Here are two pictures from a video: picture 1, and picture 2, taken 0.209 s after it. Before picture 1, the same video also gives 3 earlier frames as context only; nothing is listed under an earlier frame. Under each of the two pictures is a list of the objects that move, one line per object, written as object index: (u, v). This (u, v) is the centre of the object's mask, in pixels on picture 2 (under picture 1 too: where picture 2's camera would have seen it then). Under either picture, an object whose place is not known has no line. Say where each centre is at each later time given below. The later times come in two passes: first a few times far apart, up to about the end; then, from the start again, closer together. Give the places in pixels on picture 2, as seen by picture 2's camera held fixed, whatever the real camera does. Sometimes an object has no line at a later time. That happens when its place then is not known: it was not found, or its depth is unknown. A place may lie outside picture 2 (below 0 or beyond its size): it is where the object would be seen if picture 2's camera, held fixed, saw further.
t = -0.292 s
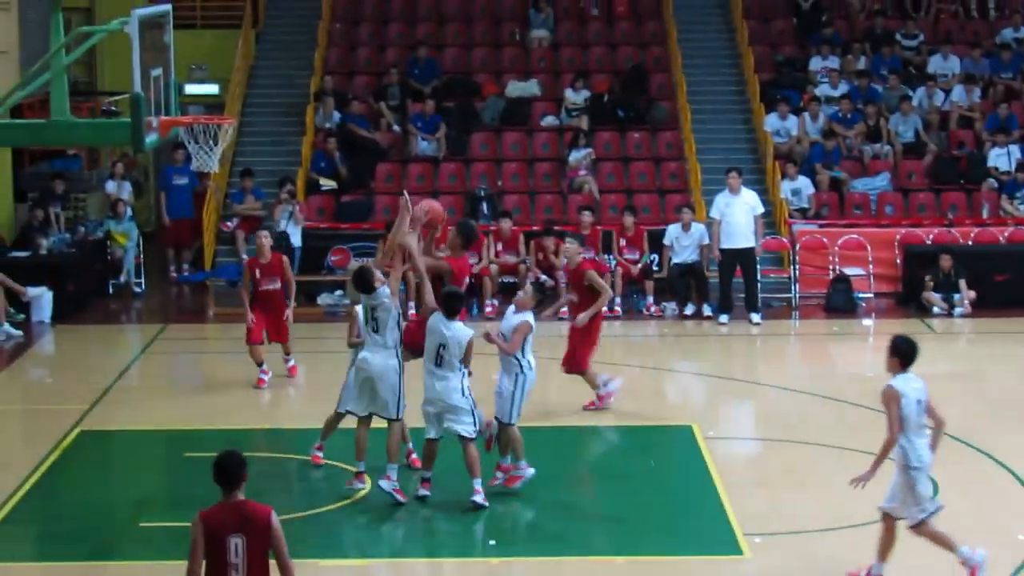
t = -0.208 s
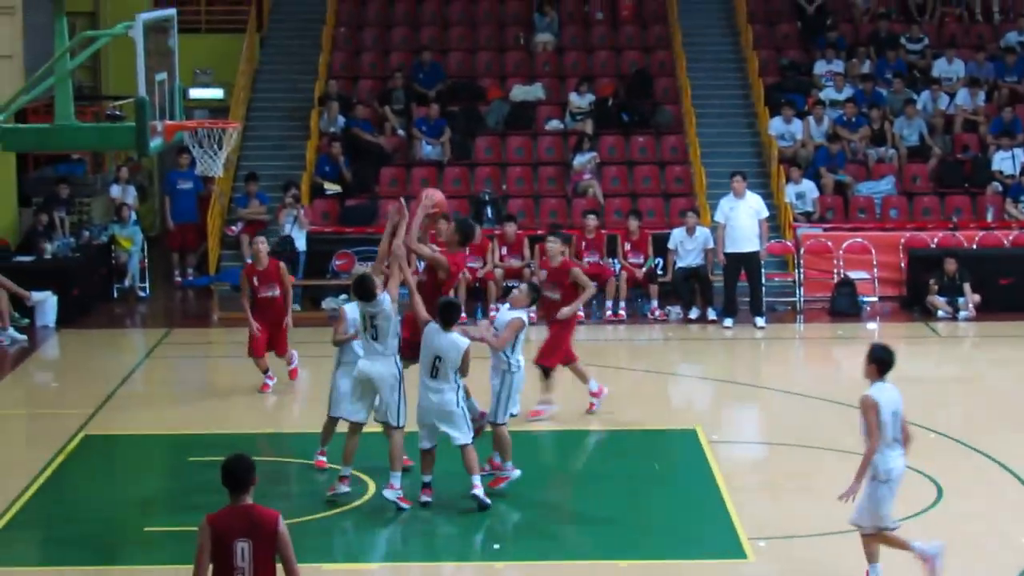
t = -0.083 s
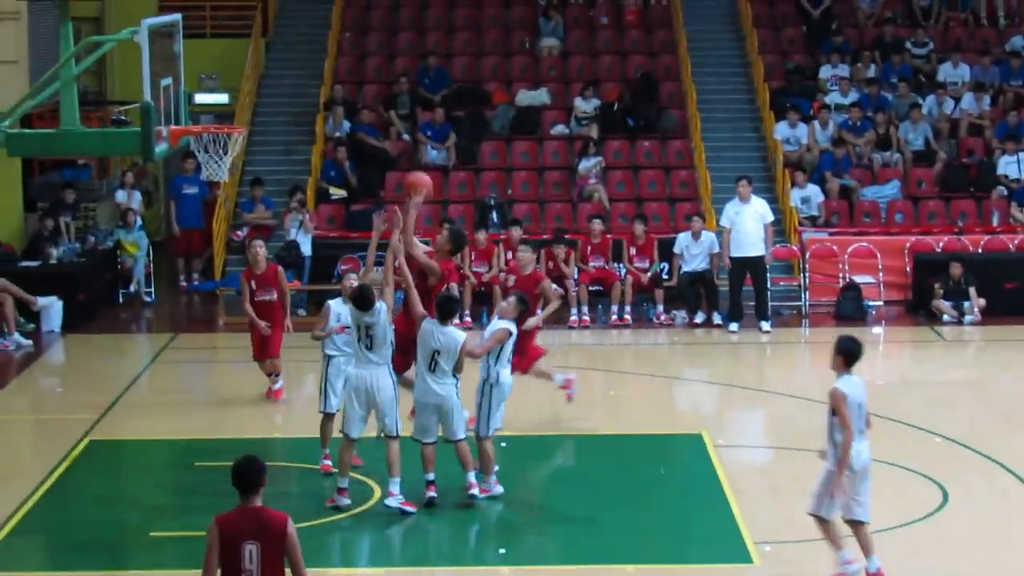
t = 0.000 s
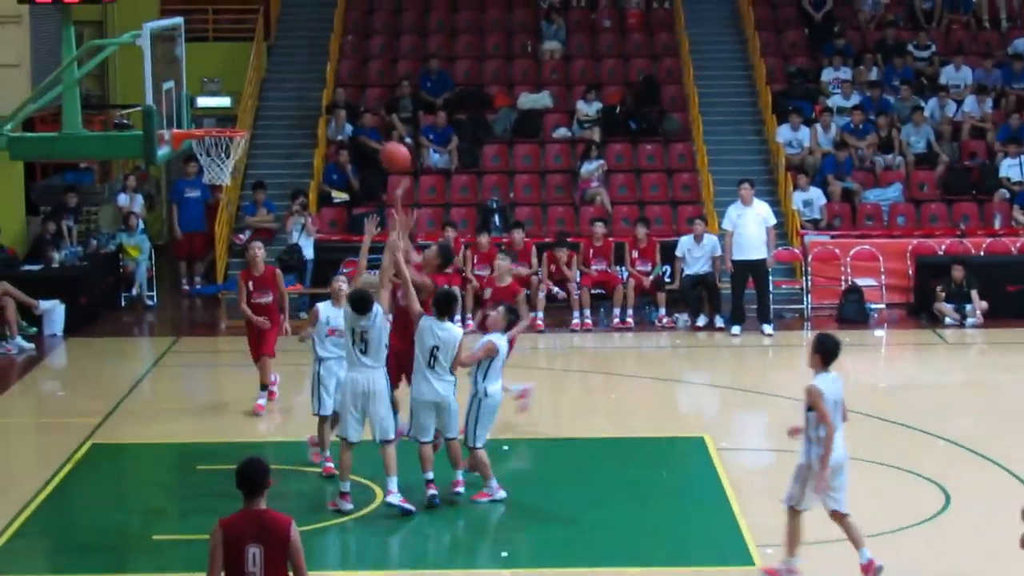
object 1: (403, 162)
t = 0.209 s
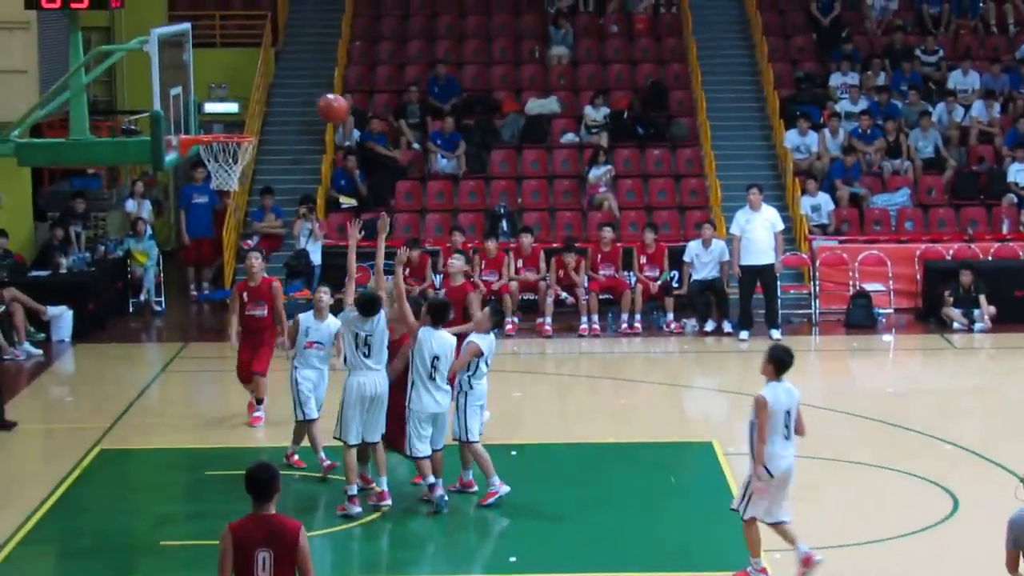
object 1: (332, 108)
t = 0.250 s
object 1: (318, 103)
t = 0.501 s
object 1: (235, 118)
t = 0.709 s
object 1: (242, 161)
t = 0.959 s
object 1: (246, 181)
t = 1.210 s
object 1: (231, 245)
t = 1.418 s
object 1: (220, 364)
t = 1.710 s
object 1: (205, 430)
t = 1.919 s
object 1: (192, 346)
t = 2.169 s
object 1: (178, 311)
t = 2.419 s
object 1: (165, 346)
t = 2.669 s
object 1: (156, 459)
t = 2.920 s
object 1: (141, 430)
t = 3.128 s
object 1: (128, 389)
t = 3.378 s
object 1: (115, 403)
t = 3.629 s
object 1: (105, 492)
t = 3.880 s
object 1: (90, 442)
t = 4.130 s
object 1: (78, 436)
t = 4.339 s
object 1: (70, 487)
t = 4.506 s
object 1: (67, 476)
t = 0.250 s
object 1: (318, 103)
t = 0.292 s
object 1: (305, 100)
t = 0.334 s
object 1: (291, 99)
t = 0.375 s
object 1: (277, 100)
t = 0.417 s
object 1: (264, 104)
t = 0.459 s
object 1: (250, 109)
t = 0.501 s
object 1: (235, 118)
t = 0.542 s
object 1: (222, 126)
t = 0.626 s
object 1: (222, 149)
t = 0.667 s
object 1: (232, 155)
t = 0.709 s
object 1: (242, 161)
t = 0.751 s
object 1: (243, 177)
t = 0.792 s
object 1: (246, 168)
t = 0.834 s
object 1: (248, 164)
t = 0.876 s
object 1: (247, 174)
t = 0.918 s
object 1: (248, 177)
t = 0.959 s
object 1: (246, 181)
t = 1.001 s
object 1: (243, 187)
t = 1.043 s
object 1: (239, 193)
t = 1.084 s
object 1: (237, 200)
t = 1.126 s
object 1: (234, 212)
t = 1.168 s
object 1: (234, 228)
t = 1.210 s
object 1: (231, 245)
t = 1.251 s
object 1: (229, 265)
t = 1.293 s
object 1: (227, 285)
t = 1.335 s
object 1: (224, 311)
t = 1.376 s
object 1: (222, 335)
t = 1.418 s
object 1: (220, 364)
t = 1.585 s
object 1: (214, 497)
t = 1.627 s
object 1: (212, 476)
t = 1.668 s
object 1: (210, 454)
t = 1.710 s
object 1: (205, 430)
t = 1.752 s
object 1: (203, 409)
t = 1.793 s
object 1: (200, 389)
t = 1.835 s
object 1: (197, 373)
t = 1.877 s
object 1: (195, 358)
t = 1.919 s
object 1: (192, 346)
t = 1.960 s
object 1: (190, 335)
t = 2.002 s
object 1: (188, 326)
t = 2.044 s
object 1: (184, 318)
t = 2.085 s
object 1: (182, 314)
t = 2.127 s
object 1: (180, 311)
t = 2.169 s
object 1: (178, 311)
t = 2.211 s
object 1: (176, 311)
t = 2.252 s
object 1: (174, 314)
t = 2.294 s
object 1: (171, 319)
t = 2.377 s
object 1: (167, 335)
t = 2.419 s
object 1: (165, 346)
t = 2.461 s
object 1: (163, 360)
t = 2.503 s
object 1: (161, 376)
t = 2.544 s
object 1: (160, 393)
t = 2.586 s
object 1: (158, 413)
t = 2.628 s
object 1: (157, 434)
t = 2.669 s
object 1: (156, 459)
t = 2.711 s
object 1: (154, 484)
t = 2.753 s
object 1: (152, 498)
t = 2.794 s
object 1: (150, 477)
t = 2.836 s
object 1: (147, 460)
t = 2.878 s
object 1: (144, 444)
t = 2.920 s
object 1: (141, 430)
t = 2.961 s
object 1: (138, 418)
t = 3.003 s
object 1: (136, 407)
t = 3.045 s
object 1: (133, 399)
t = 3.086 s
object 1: (131, 393)
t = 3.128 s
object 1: (128, 389)
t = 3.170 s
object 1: (126, 386)
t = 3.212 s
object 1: (124, 385)
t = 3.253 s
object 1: (121, 387)
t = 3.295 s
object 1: (119, 390)
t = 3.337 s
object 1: (117, 395)
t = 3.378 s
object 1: (115, 403)
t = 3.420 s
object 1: (113, 413)
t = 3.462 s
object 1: (111, 425)
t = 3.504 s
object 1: (110, 439)
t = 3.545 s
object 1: (108, 455)
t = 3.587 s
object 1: (107, 472)
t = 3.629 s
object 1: (105, 492)
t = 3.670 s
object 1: (103, 500)
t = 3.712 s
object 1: (101, 484)
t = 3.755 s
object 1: (98, 471)
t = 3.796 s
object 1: (96, 459)
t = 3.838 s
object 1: (93, 450)
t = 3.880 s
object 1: (90, 442)
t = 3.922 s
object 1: (88, 436)
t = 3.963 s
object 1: (86, 432)
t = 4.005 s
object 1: (84, 430)
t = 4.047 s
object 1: (82, 430)
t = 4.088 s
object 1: (80, 432)
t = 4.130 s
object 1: (78, 436)
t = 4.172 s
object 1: (76, 442)
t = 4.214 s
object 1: (74, 450)
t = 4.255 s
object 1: (72, 460)
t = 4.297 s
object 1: (71, 472)
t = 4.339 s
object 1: (70, 487)
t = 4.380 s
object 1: (69, 503)
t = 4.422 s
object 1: (68, 499)
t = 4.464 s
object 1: (68, 487)
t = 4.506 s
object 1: (67, 476)
